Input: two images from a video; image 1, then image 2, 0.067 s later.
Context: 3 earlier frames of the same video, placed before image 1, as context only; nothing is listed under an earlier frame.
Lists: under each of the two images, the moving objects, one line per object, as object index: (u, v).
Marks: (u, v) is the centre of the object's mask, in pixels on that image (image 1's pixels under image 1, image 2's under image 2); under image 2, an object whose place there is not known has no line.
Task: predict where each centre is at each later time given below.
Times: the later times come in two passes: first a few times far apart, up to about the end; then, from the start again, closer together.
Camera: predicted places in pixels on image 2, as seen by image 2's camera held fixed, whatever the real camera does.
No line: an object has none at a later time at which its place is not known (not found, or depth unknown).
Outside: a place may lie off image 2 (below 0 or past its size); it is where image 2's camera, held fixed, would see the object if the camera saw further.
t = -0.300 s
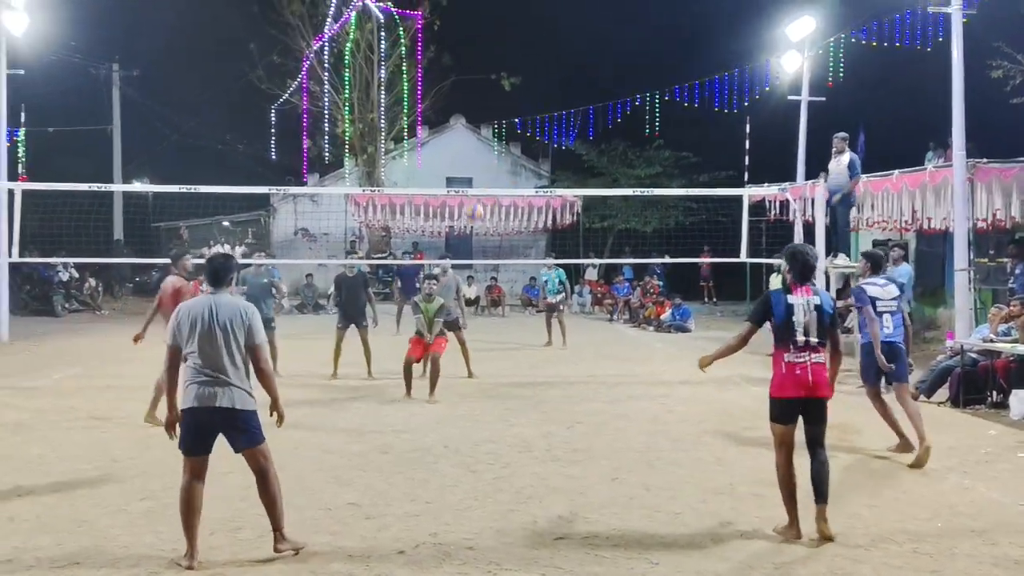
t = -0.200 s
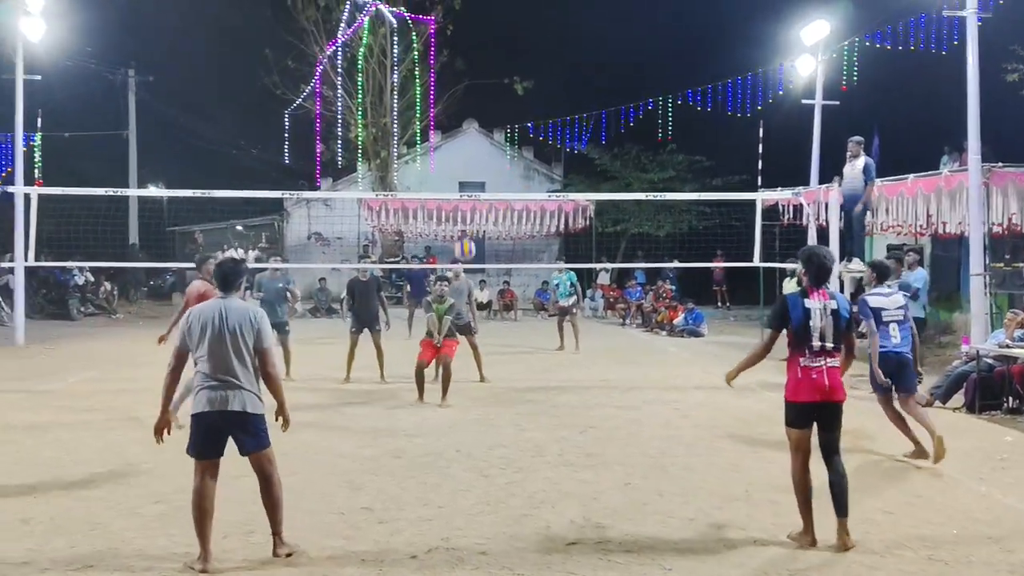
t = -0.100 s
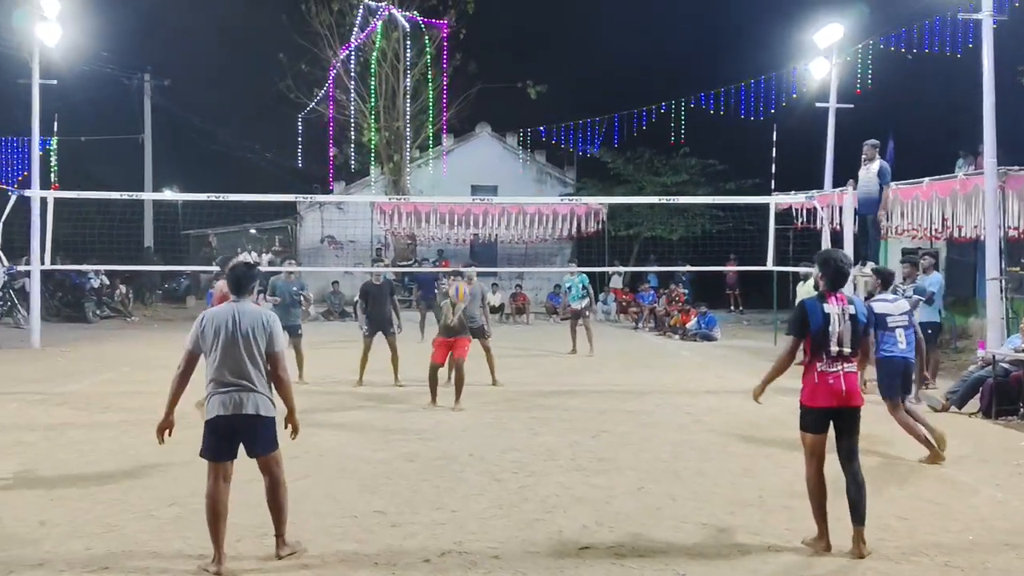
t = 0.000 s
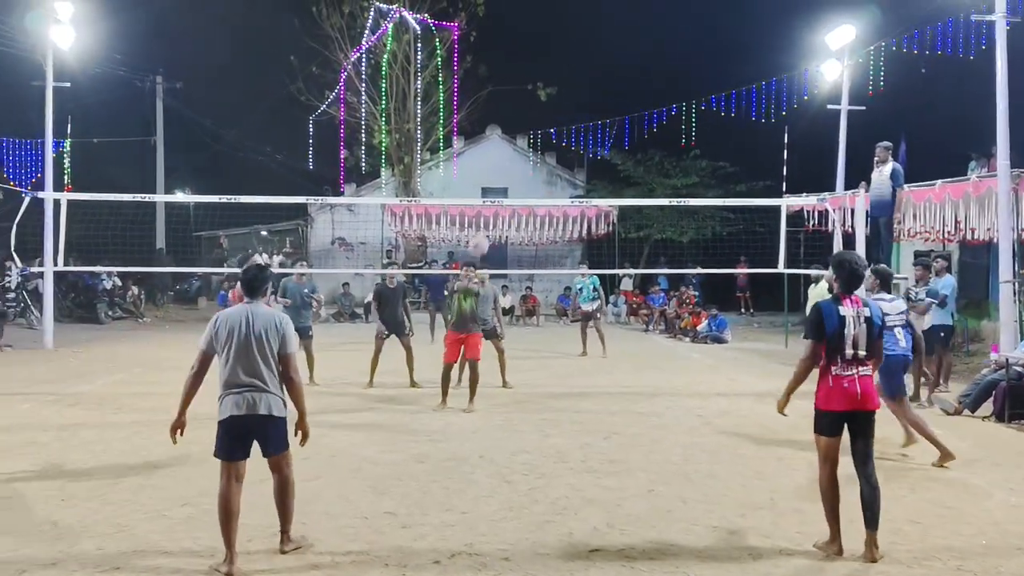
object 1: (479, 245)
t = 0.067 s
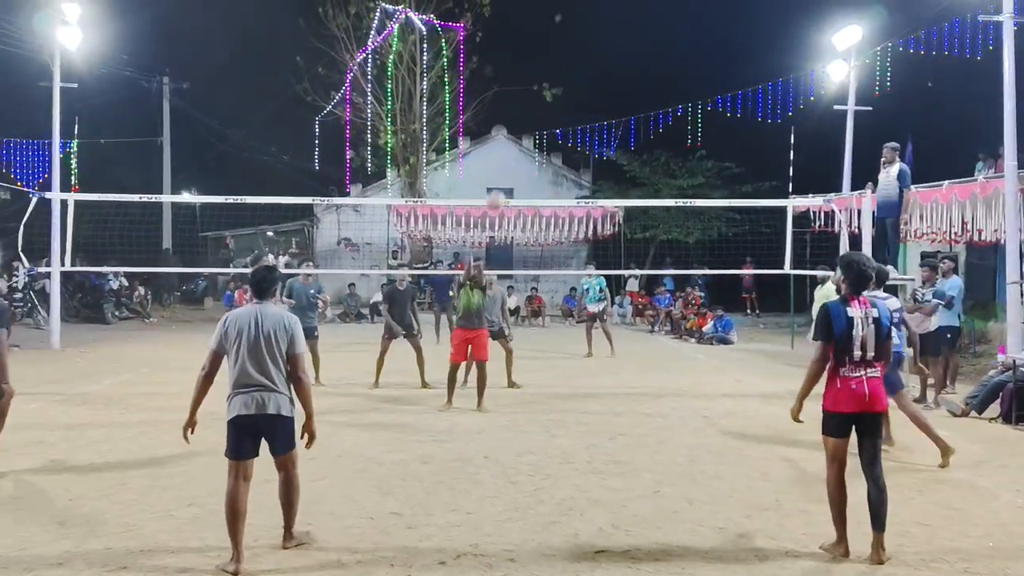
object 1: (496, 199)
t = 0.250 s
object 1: (525, 101)
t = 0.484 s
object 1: (563, 20)
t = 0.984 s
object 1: (644, 13)
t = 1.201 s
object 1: (676, 78)
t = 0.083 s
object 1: (497, 191)
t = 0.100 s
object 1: (501, 182)
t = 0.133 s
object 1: (505, 161)
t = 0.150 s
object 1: (508, 151)
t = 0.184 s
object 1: (514, 133)
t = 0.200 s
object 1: (517, 125)
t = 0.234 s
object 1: (522, 109)
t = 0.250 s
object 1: (525, 101)
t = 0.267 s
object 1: (528, 94)
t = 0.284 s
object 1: (530, 87)
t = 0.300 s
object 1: (533, 80)
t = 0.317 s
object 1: (536, 73)
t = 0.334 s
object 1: (539, 66)
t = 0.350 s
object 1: (542, 60)
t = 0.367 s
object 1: (544, 54)
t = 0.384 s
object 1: (547, 49)
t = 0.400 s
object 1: (550, 43)
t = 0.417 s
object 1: (553, 38)
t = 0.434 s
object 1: (555, 33)
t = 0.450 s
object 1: (558, 29)
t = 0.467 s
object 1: (561, 24)
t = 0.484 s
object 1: (563, 20)
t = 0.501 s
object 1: (566, 16)
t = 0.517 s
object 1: (569, 12)
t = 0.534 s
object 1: (572, 9)
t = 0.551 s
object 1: (575, 6)
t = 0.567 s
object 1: (578, 3)
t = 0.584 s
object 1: (580, 0)
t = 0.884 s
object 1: (628, 3)
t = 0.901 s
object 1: (631, 4)
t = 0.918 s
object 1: (634, 5)
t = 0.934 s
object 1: (637, 7)
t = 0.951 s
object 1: (639, 8)
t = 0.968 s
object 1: (642, 11)
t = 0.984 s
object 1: (644, 13)
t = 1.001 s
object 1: (647, 15)
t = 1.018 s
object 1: (649, 19)
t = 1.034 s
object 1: (652, 23)
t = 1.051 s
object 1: (654, 28)
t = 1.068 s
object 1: (657, 32)
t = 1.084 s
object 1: (659, 37)
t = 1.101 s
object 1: (661, 42)
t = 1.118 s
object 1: (664, 48)
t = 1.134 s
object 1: (666, 53)
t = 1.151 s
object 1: (669, 59)
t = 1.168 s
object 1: (671, 65)
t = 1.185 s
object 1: (674, 71)
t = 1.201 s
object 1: (676, 78)
